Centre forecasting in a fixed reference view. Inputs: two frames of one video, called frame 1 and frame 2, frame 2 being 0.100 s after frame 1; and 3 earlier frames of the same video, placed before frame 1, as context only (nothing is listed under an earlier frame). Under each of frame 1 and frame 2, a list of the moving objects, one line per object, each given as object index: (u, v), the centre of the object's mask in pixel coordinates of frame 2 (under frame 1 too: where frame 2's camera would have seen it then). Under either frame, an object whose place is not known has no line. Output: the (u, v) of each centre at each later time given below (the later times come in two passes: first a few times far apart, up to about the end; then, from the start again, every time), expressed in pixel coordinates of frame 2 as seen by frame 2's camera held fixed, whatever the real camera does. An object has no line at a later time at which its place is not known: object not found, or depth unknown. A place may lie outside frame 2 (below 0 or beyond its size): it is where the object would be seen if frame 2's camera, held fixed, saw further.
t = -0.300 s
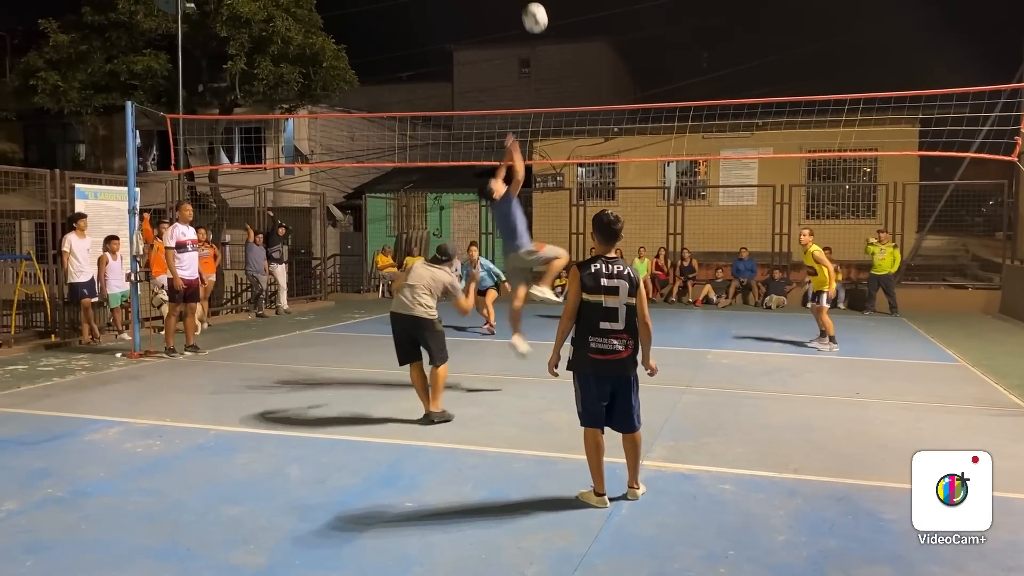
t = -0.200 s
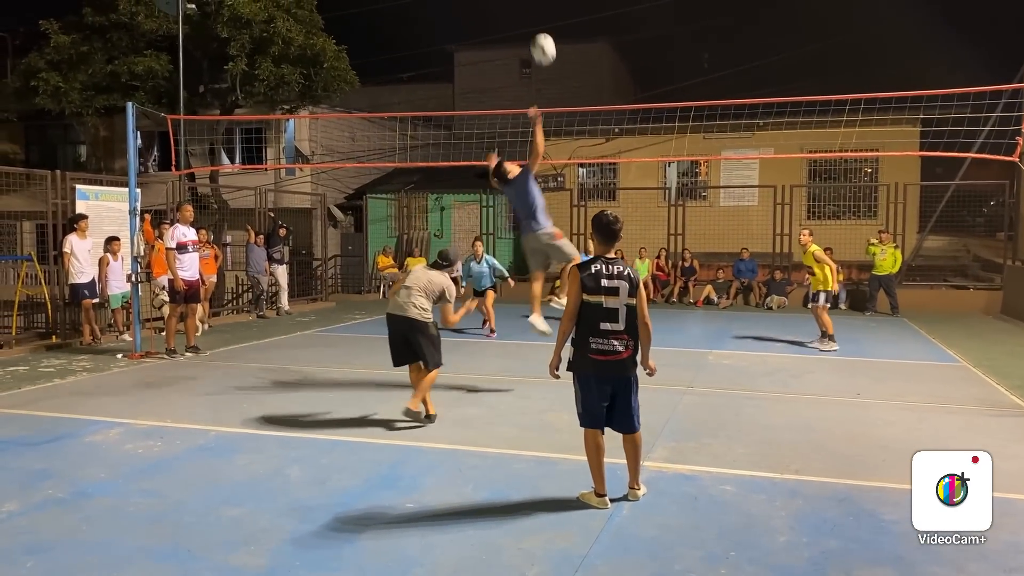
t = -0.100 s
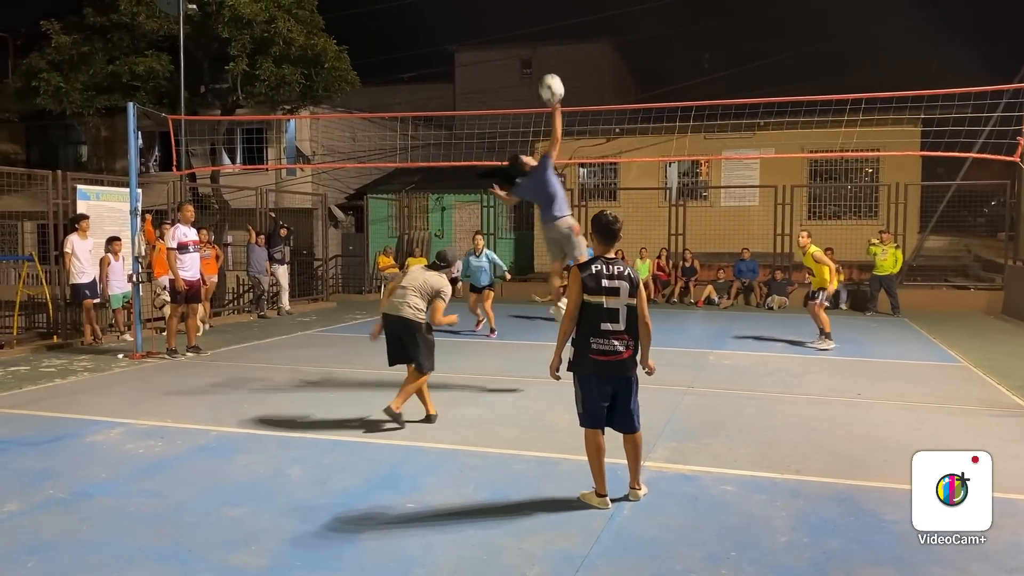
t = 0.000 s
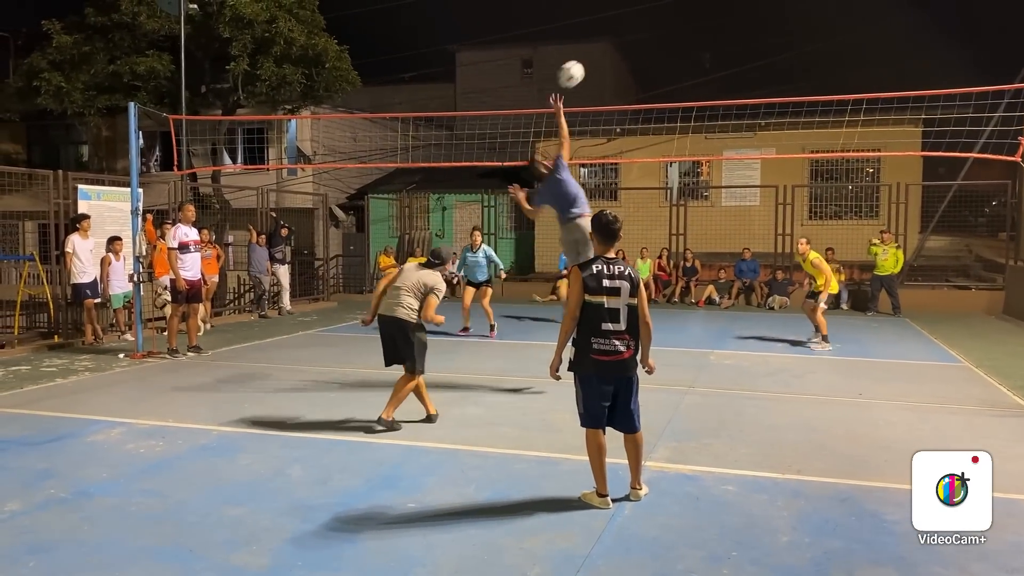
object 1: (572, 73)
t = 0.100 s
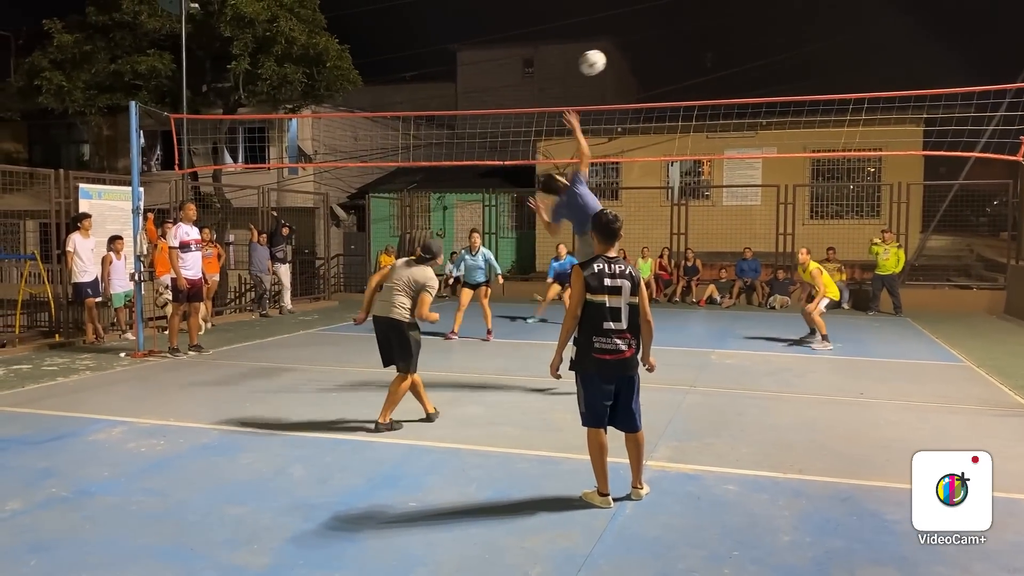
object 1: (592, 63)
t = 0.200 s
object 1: (612, 62)
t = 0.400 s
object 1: (648, 91)
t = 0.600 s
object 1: (683, 154)
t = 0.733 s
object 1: (701, 214)
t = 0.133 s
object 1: (599, 61)
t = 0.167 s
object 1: (605, 61)
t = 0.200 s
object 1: (612, 62)
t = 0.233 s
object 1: (618, 64)
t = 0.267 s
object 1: (624, 68)
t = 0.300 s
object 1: (631, 72)
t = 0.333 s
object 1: (637, 77)
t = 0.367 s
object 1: (642, 84)
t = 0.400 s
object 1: (648, 91)
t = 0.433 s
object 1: (654, 99)
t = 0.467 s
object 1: (660, 110)
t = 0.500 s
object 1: (665, 120)
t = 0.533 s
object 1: (671, 129)
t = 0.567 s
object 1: (676, 142)
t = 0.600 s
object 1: (683, 154)
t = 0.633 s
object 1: (687, 170)
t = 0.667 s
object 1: (691, 183)
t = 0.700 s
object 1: (696, 198)
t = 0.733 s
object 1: (701, 214)
